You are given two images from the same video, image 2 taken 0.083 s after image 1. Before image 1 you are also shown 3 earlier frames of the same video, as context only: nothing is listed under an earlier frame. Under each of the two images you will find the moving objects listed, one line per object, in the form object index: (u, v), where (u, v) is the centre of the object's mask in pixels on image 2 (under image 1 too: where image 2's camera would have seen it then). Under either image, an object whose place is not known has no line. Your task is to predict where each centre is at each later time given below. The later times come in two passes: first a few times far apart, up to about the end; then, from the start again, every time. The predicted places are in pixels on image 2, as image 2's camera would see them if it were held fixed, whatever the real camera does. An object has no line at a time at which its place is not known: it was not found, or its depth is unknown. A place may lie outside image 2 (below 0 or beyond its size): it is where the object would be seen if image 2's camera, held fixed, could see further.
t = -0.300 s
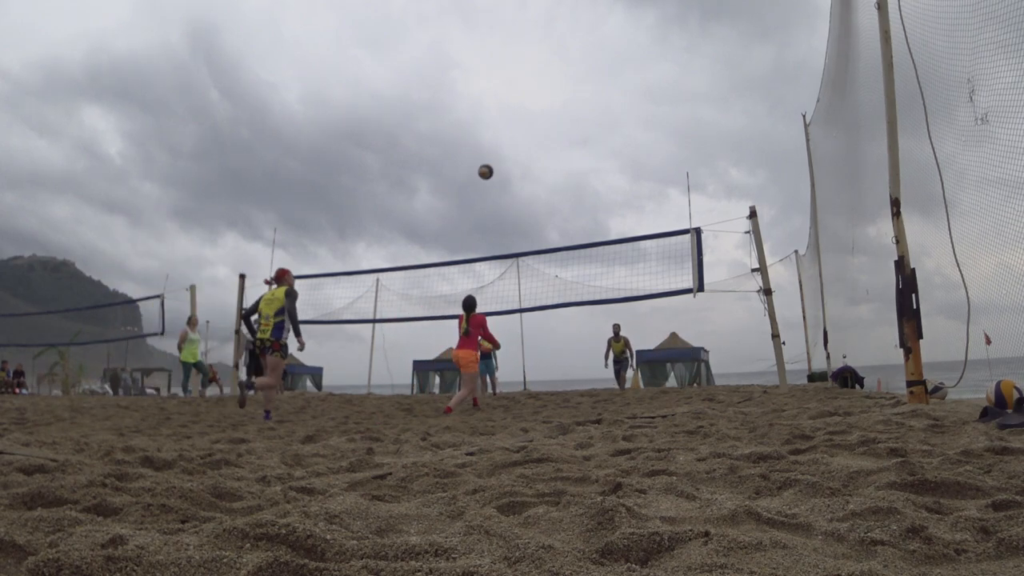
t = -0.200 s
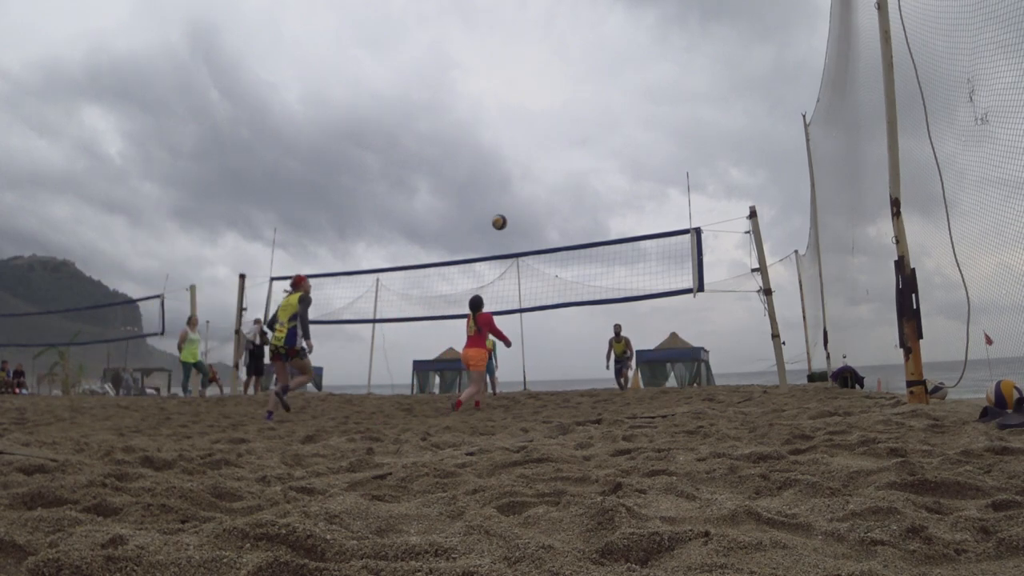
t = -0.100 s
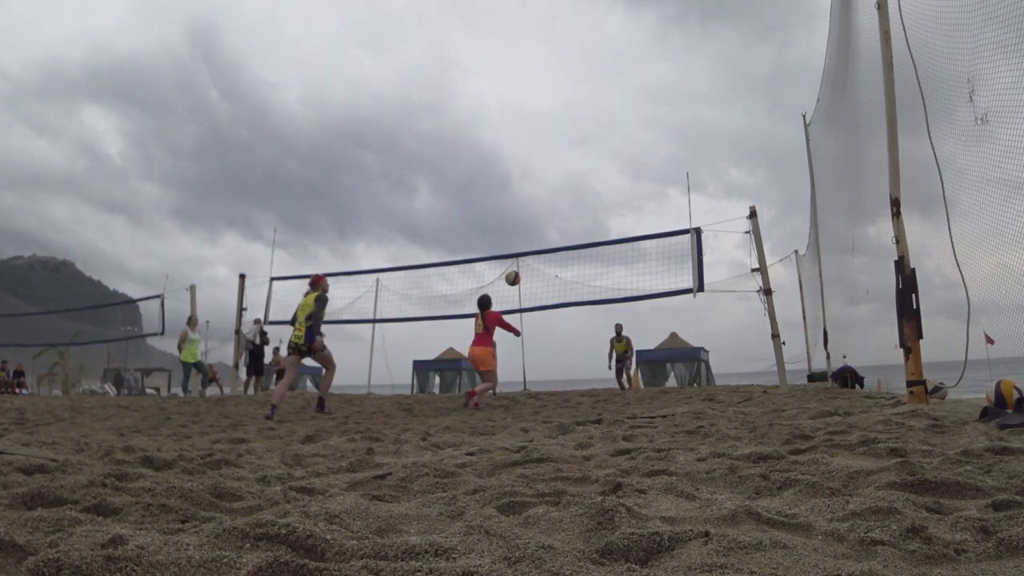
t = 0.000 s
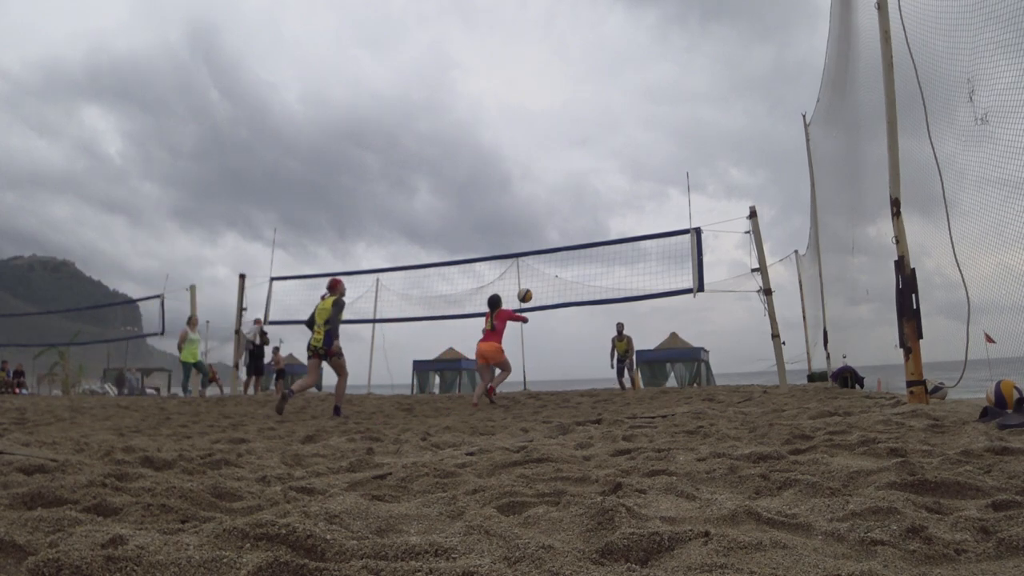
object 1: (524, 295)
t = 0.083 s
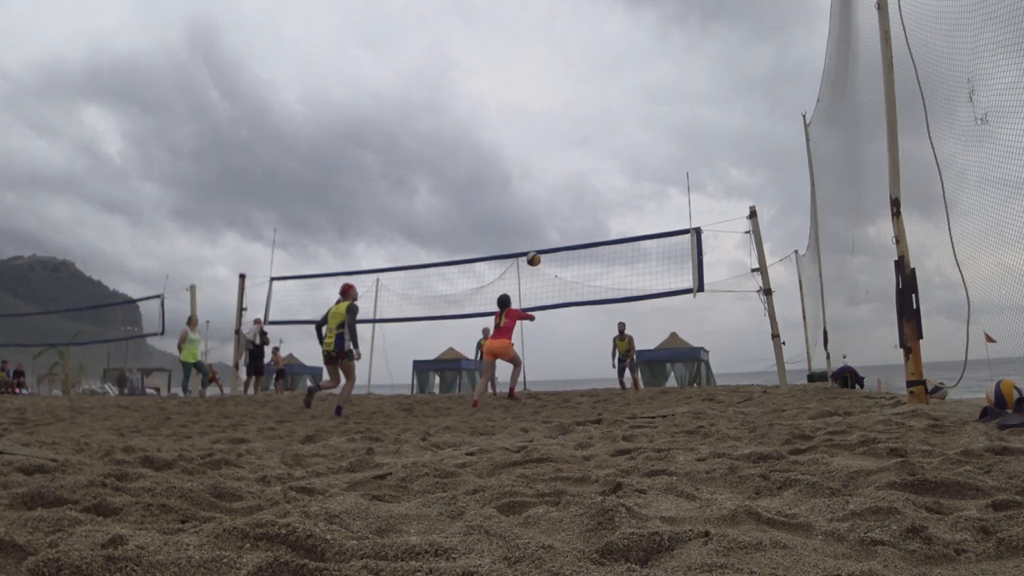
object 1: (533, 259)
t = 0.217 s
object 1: (546, 216)
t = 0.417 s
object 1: (564, 181)
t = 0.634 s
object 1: (582, 171)
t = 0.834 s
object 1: (599, 184)
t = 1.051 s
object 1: (616, 218)
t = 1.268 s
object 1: (633, 270)
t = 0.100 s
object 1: (535, 253)
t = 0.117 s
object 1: (536, 247)
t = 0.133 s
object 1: (538, 241)
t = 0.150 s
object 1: (540, 236)
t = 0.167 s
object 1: (542, 231)
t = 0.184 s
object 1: (543, 226)
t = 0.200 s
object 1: (545, 221)
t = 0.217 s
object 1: (546, 216)
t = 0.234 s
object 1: (548, 212)
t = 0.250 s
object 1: (549, 208)
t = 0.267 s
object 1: (551, 204)
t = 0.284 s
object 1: (552, 201)
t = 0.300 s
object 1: (554, 198)
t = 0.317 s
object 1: (555, 195)
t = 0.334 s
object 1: (557, 192)
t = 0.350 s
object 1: (558, 189)
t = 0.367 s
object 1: (560, 187)
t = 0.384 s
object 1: (561, 185)
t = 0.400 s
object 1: (563, 182)
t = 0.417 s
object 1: (564, 181)
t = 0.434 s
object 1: (566, 179)
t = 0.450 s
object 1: (567, 177)
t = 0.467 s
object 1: (568, 176)
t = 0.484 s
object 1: (570, 175)
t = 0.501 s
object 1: (571, 174)
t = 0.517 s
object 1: (573, 173)
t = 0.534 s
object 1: (574, 172)
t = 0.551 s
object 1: (576, 172)
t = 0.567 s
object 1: (577, 171)
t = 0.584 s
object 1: (578, 171)
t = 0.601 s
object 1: (580, 171)
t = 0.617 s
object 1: (581, 171)
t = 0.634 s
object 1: (582, 171)
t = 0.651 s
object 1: (584, 171)
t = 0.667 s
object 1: (585, 172)
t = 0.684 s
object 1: (586, 173)
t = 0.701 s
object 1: (588, 173)
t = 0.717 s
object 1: (590, 174)
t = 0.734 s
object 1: (591, 175)
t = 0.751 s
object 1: (592, 176)
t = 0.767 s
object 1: (594, 177)
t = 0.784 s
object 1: (595, 179)
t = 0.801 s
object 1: (596, 181)
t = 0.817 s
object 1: (597, 182)
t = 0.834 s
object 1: (599, 184)
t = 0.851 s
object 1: (600, 186)
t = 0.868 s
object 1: (602, 188)
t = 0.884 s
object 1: (603, 190)
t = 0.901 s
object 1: (605, 192)
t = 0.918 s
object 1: (606, 194)
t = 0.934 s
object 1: (607, 197)
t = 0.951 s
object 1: (608, 200)
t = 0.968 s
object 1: (610, 202)
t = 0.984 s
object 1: (611, 205)
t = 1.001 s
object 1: (612, 208)
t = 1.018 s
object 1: (614, 211)
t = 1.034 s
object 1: (615, 214)
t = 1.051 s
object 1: (616, 218)
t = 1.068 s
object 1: (618, 221)
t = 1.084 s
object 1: (619, 225)
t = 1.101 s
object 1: (621, 228)
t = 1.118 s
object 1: (622, 232)
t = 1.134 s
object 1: (623, 235)
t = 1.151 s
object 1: (624, 240)
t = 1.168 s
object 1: (626, 245)
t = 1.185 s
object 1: (627, 248)
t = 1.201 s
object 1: (628, 252)
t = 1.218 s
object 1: (630, 256)
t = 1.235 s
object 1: (631, 261)
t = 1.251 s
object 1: (632, 265)
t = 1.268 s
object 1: (633, 270)
